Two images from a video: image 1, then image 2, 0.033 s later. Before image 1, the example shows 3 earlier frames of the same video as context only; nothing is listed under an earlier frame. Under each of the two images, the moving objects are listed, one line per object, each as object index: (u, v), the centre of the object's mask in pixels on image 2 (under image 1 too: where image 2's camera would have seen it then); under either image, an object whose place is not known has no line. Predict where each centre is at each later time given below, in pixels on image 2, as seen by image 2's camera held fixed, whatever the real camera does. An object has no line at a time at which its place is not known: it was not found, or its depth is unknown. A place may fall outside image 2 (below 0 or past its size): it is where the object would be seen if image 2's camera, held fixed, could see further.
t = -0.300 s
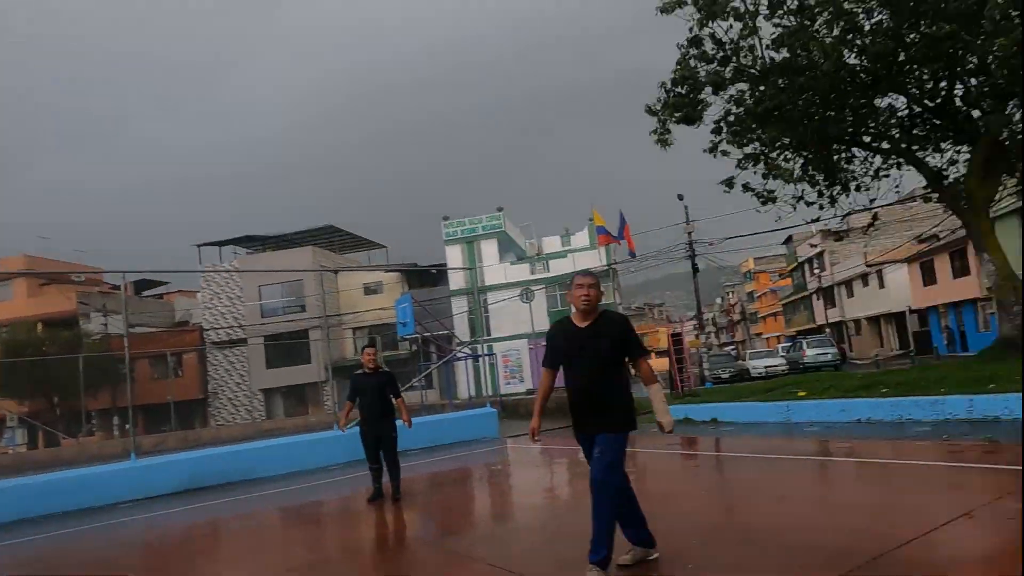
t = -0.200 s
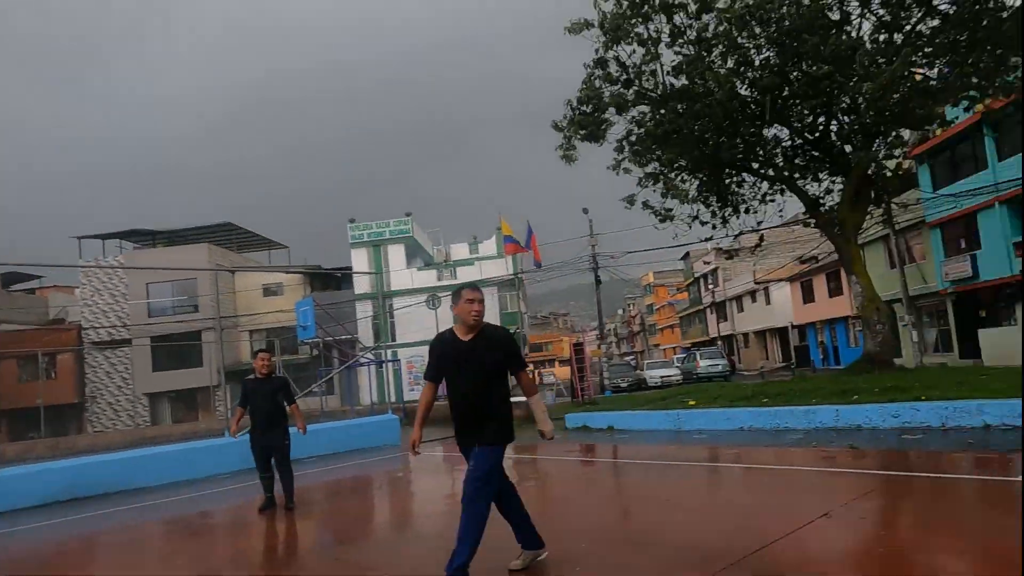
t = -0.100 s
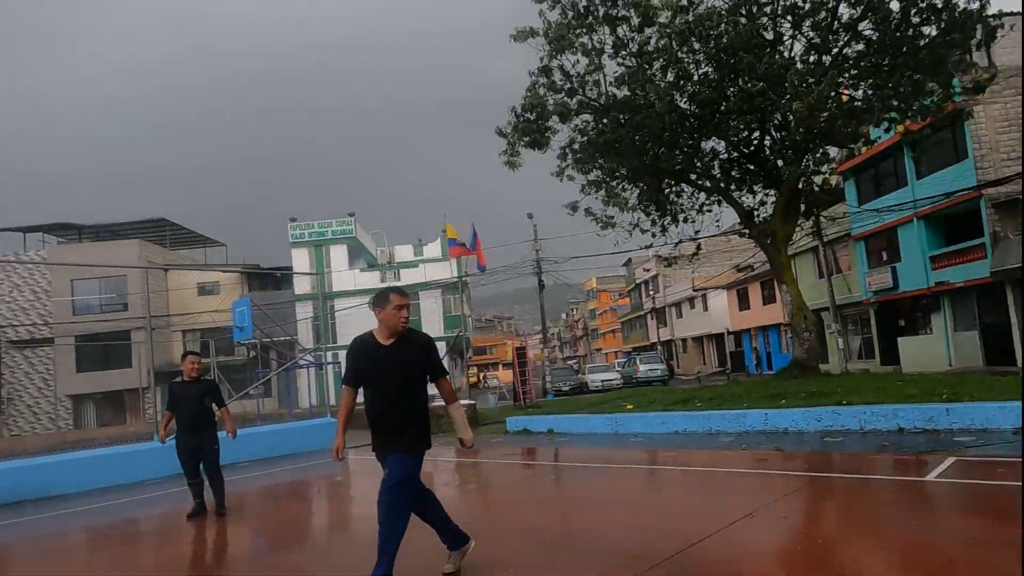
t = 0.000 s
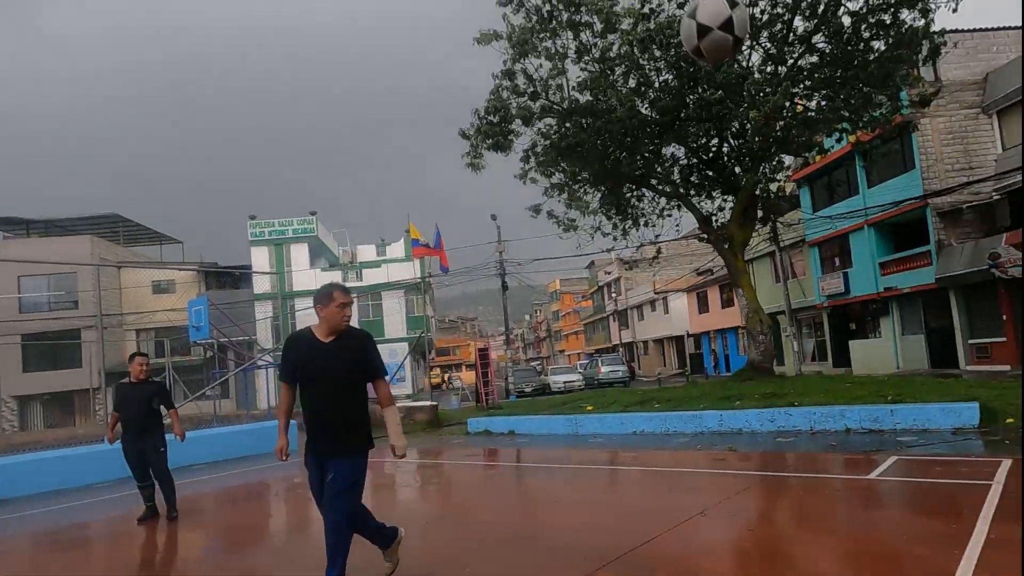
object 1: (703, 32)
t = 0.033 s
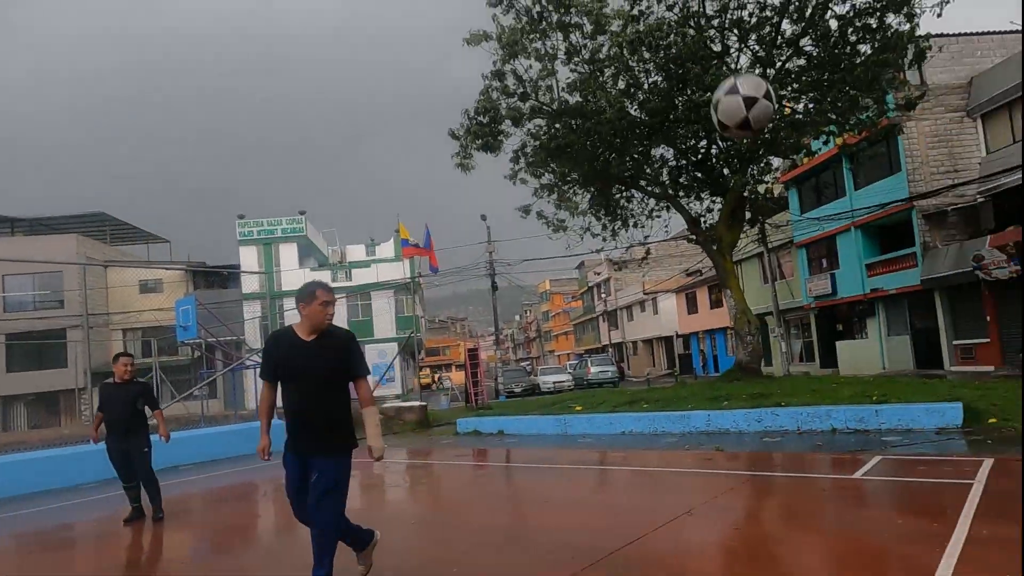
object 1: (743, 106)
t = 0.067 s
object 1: (779, 177)
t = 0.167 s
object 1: (868, 359)
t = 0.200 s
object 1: (896, 413)
